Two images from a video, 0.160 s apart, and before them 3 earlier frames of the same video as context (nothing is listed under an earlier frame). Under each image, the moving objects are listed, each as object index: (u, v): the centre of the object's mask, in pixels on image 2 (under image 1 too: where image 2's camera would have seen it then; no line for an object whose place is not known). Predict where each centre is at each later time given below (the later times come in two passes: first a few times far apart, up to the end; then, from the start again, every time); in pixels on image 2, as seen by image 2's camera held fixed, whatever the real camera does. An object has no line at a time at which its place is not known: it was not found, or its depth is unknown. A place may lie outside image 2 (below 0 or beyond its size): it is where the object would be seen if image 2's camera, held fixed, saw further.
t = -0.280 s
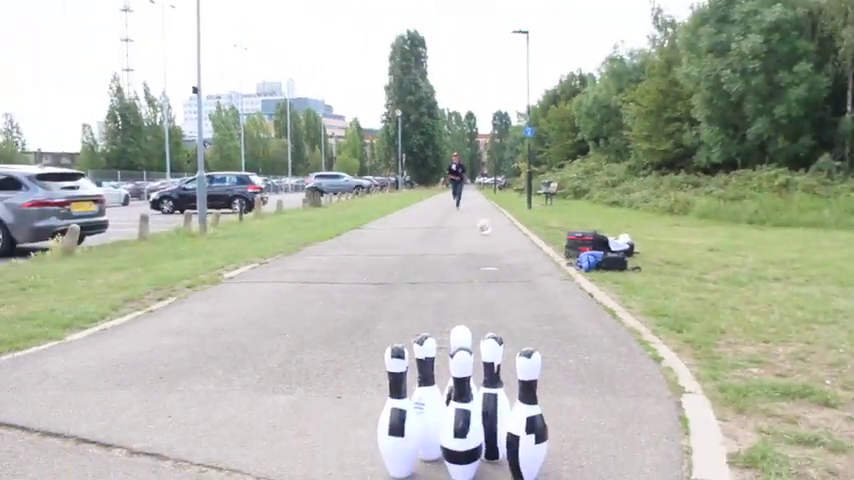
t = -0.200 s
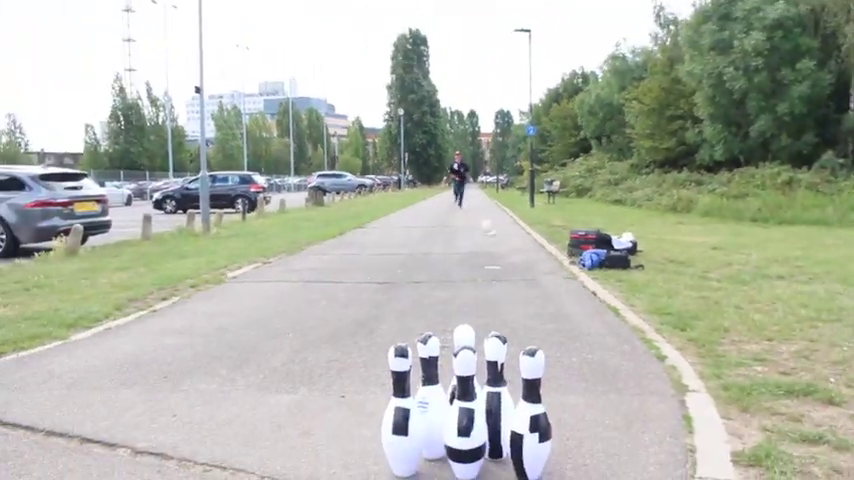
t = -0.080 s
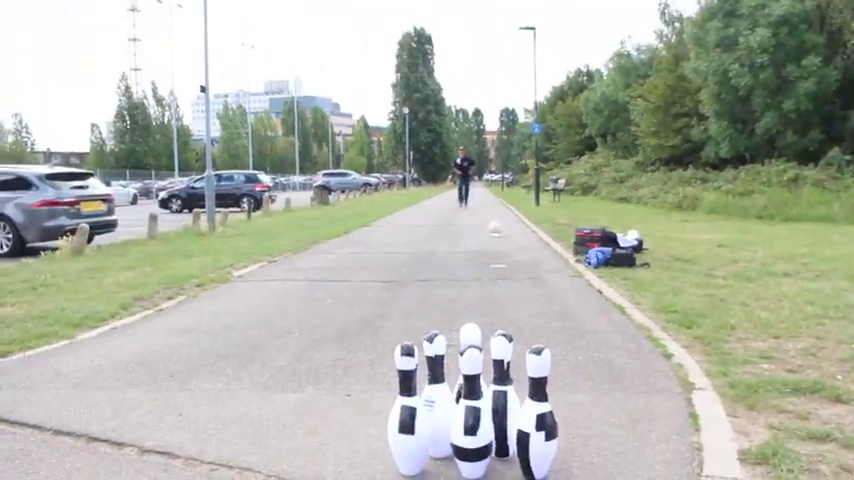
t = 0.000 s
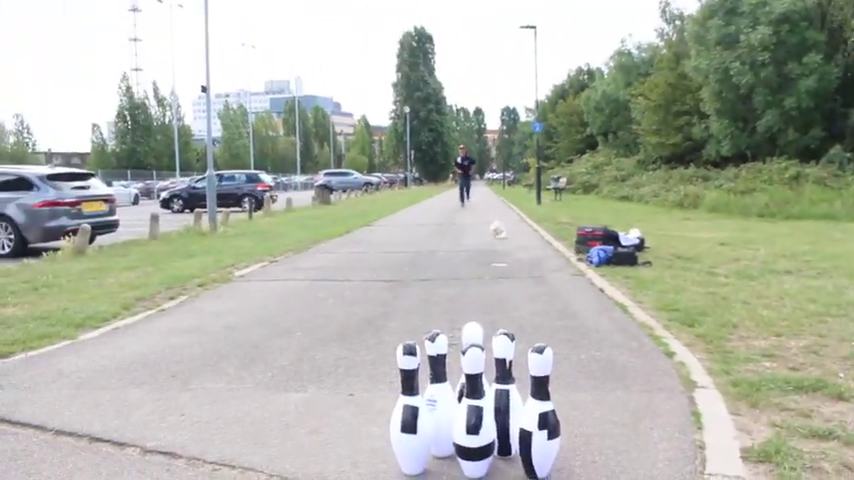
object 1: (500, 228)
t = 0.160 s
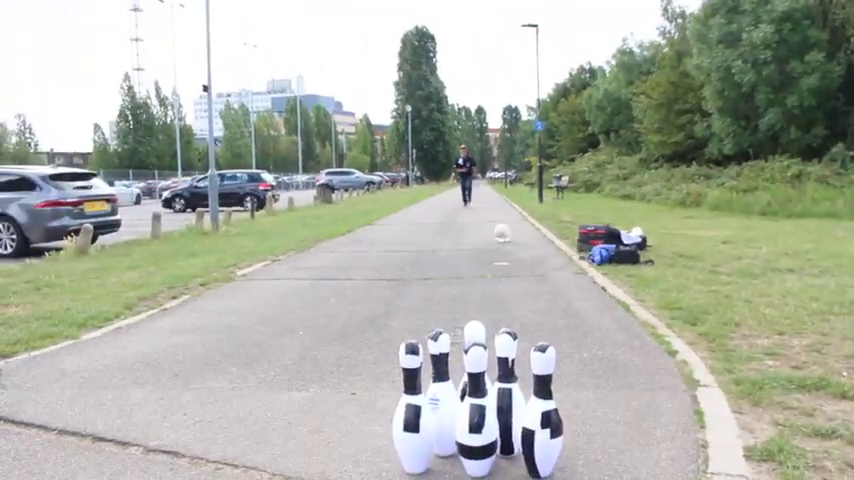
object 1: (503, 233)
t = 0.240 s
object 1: (504, 235)
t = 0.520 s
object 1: (508, 246)
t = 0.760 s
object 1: (510, 258)
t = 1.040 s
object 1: (519, 277)
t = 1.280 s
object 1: (538, 338)
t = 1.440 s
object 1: (593, 418)
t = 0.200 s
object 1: (503, 234)
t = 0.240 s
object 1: (504, 235)
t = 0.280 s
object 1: (505, 236)
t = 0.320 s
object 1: (504, 237)
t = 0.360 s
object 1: (506, 239)
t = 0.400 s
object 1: (507, 241)
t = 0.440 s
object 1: (507, 242)
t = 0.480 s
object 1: (508, 245)
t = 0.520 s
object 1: (508, 246)
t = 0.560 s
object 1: (508, 248)
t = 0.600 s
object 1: (509, 250)
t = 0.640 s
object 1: (510, 251)
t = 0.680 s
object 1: (510, 254)
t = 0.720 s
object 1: (511, 255)
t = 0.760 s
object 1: (510, 258)
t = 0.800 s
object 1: (512, 261)
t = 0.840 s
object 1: (513, 263)
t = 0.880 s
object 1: (514, 264)
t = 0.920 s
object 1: (515, 268)
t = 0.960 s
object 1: (516, 271)
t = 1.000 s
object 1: (517, 274)
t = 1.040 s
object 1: (519, 277)
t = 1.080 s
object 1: (521, 284)
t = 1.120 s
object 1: (523, 293)
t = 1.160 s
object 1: (526, 303)
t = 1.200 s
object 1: (528, 316)
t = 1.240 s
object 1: (532, 326)
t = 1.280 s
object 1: (538, 338)
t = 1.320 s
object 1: (530, 366)
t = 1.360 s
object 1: (565, 392)
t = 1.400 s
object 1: (572, 407)
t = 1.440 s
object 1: (593, 418)
